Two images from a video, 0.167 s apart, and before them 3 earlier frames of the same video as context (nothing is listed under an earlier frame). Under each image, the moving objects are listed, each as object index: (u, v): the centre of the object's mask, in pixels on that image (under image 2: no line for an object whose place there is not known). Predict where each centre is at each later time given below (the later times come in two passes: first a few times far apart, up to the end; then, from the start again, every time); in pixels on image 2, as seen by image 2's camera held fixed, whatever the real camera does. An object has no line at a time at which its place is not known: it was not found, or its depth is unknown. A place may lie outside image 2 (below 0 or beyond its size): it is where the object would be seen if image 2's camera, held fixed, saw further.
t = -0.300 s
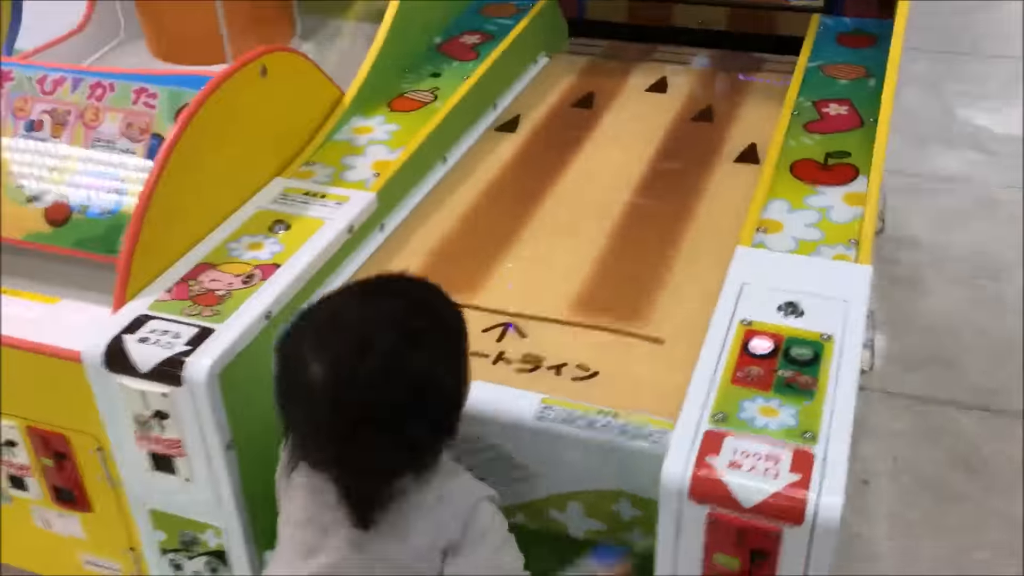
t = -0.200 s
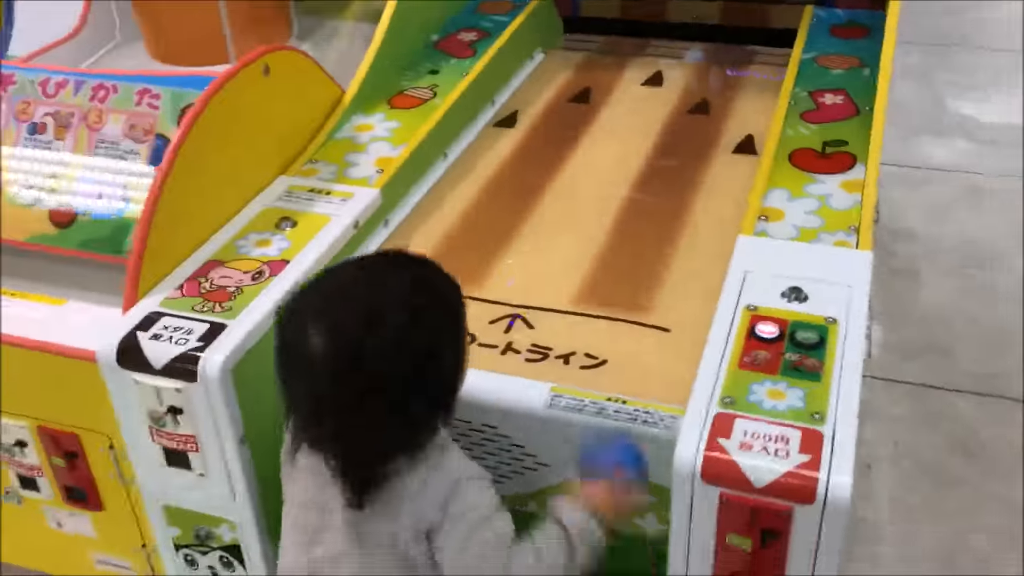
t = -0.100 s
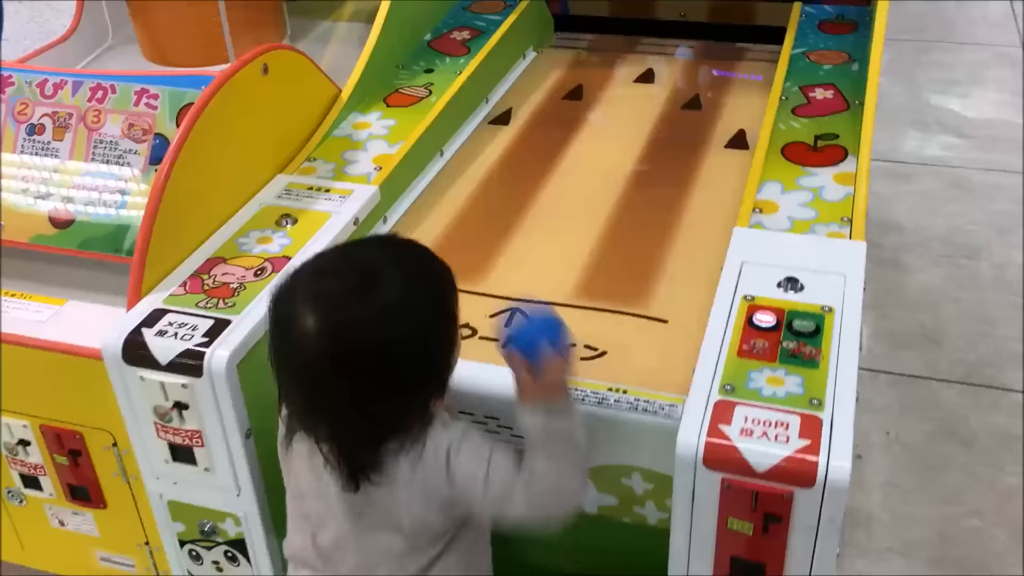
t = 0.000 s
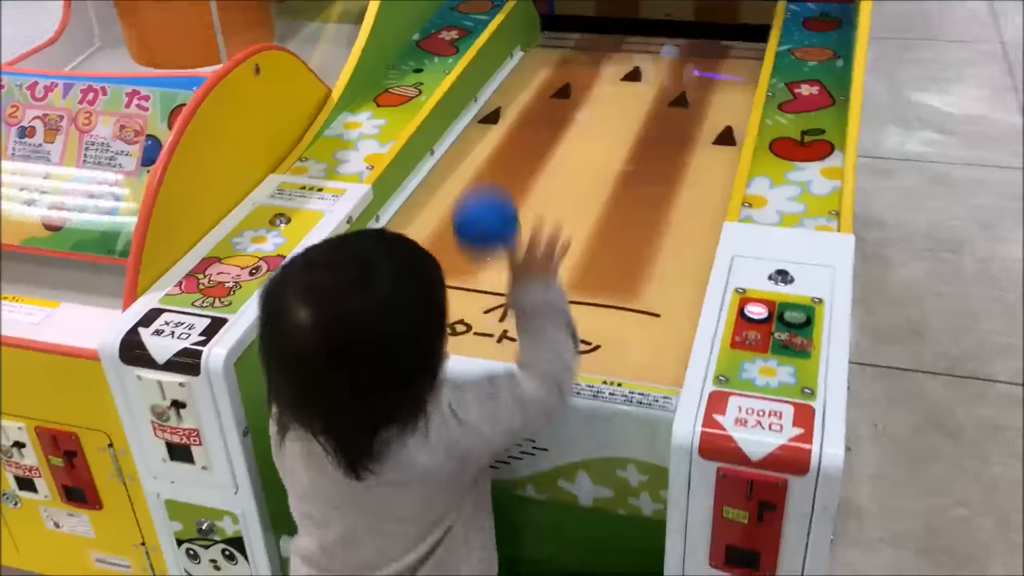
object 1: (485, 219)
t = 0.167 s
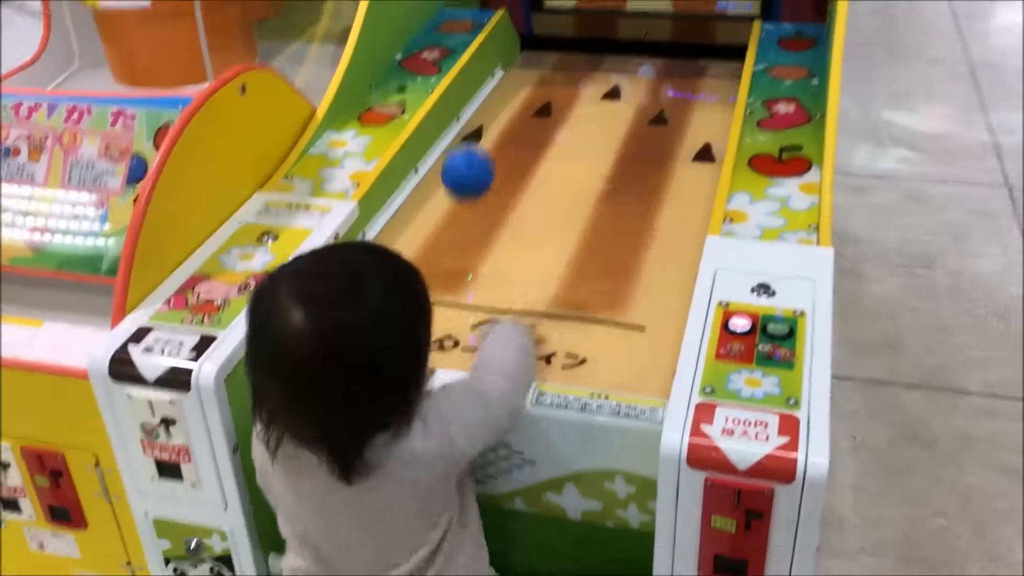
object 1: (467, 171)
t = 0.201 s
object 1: (467, 186)
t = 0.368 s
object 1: (449, 159)
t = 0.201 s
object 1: (467, 186)
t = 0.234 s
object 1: (466, 206)
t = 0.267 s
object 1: (464, 217)
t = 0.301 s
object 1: (459, 191)
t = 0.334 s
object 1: (453, 172)
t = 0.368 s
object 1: (449, 159)
